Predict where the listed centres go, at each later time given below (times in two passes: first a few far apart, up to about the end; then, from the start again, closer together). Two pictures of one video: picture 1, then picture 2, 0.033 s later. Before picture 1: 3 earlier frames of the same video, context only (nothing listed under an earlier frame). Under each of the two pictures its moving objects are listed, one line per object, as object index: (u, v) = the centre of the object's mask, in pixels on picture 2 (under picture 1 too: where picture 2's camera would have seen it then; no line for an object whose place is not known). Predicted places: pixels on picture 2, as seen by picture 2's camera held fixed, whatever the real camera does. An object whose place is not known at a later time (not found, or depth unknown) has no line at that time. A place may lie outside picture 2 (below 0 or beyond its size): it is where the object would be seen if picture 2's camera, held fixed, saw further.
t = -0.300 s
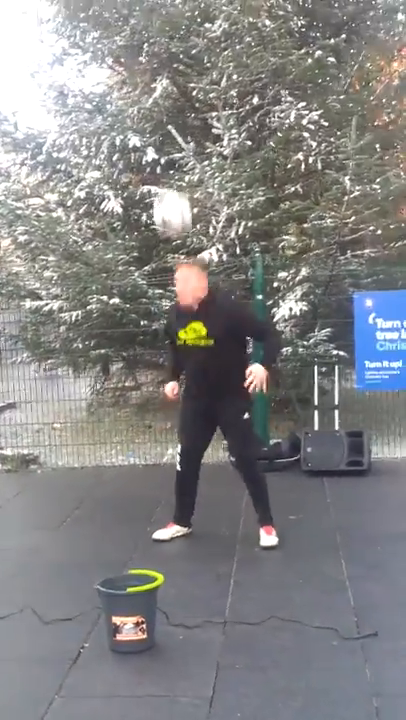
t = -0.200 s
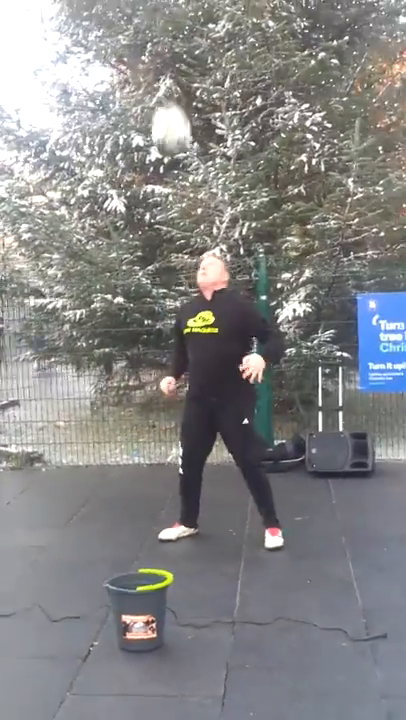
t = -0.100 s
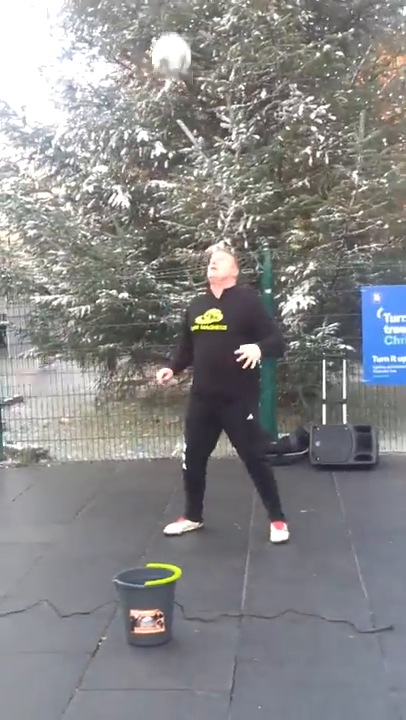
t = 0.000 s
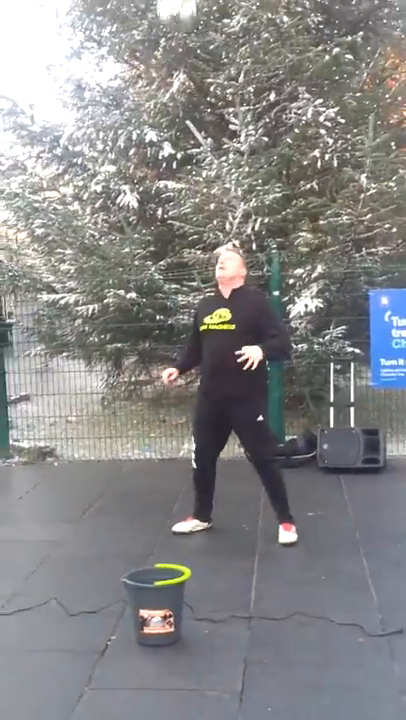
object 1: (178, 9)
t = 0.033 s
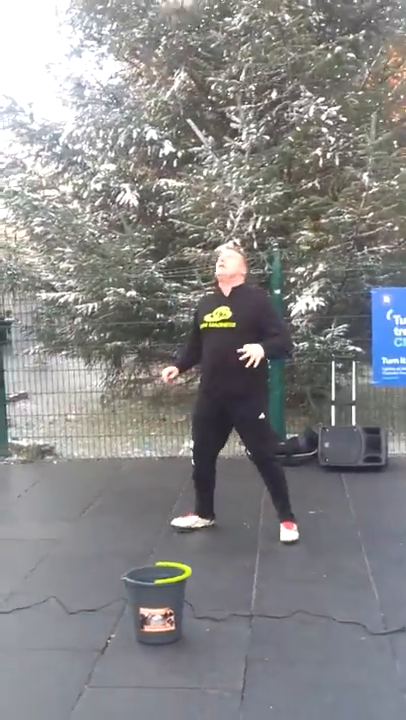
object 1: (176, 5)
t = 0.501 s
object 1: (165, 12)
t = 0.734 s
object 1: (164, 164)
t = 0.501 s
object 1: (165, 12)
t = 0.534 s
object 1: (164, 26)
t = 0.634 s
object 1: (165, 91)
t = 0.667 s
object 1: (165, 110)
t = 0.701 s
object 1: (165, 139)
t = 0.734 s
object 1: (164, 164)
